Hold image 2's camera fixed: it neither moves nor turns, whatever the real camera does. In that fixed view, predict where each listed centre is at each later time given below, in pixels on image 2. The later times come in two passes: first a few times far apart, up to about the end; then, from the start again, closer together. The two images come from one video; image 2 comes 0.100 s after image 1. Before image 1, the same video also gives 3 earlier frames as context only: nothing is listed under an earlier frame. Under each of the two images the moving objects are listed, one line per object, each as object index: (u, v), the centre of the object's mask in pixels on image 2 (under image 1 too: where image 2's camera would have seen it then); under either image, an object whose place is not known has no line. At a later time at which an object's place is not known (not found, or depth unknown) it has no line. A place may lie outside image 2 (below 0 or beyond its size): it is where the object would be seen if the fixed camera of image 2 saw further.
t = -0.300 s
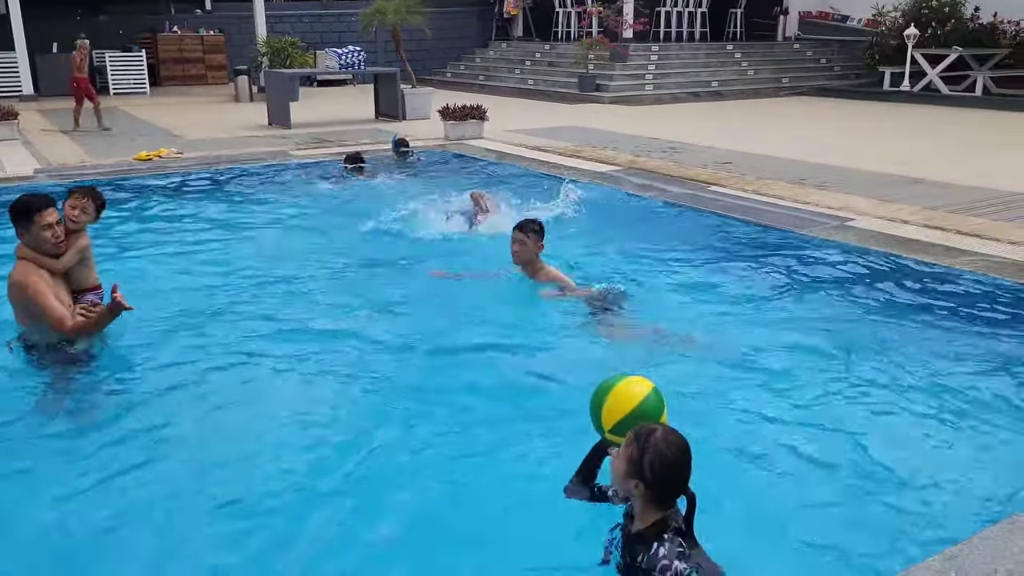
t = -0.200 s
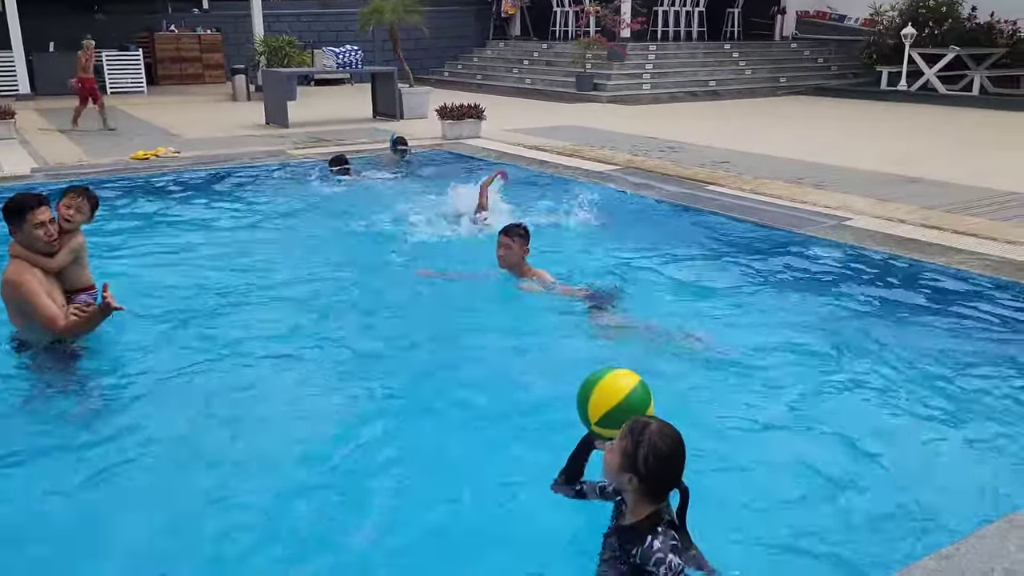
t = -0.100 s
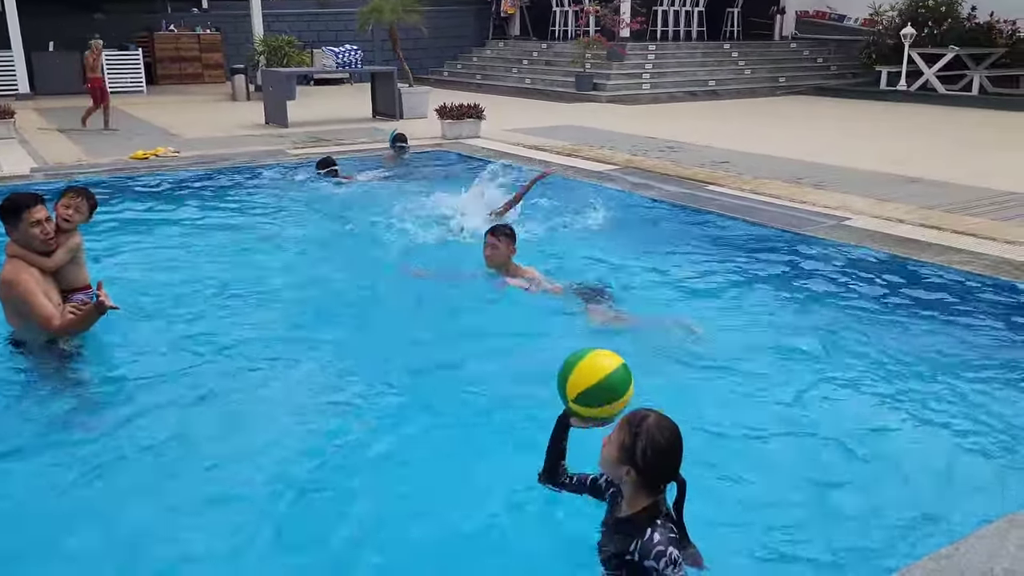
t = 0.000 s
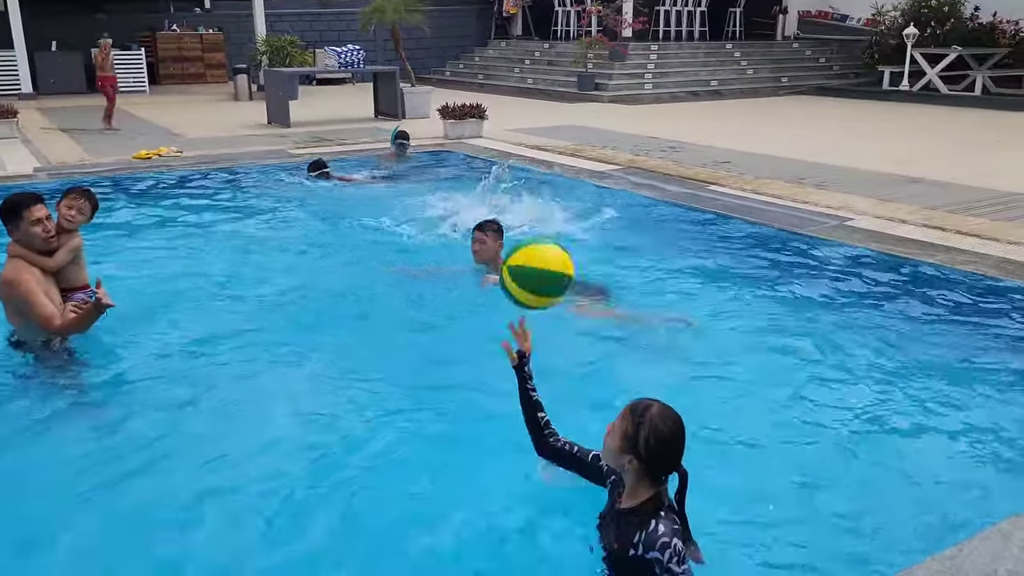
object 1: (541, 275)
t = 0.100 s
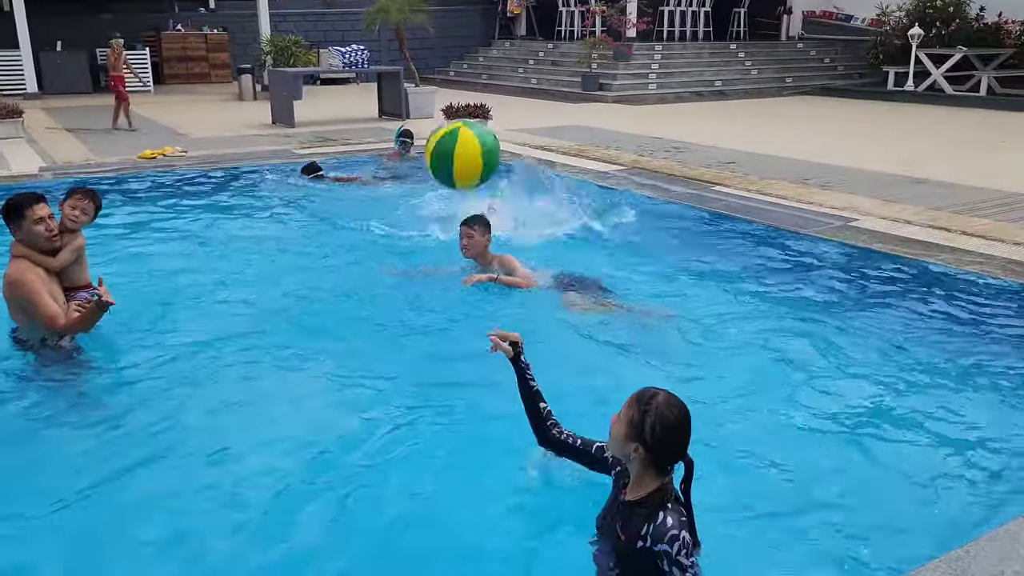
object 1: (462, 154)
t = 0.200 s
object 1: (384, 79)
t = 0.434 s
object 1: (223, 24)
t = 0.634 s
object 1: (118, 99)
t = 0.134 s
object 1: (436, 126)
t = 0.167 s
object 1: (410, 100)
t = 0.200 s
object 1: (384, 79)
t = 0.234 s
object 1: (358, 61)
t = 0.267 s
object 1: (333, 47)
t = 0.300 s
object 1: (309, 34)
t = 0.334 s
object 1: (286, 29)
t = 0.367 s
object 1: (264, 25)
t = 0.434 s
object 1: (223, 24)
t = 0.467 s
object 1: (205, 27)
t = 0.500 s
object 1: (187, 35)
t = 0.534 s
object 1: (170, 48)
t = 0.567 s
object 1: (153, 62)
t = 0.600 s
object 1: (135, 80)
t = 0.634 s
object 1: (118, 99)
